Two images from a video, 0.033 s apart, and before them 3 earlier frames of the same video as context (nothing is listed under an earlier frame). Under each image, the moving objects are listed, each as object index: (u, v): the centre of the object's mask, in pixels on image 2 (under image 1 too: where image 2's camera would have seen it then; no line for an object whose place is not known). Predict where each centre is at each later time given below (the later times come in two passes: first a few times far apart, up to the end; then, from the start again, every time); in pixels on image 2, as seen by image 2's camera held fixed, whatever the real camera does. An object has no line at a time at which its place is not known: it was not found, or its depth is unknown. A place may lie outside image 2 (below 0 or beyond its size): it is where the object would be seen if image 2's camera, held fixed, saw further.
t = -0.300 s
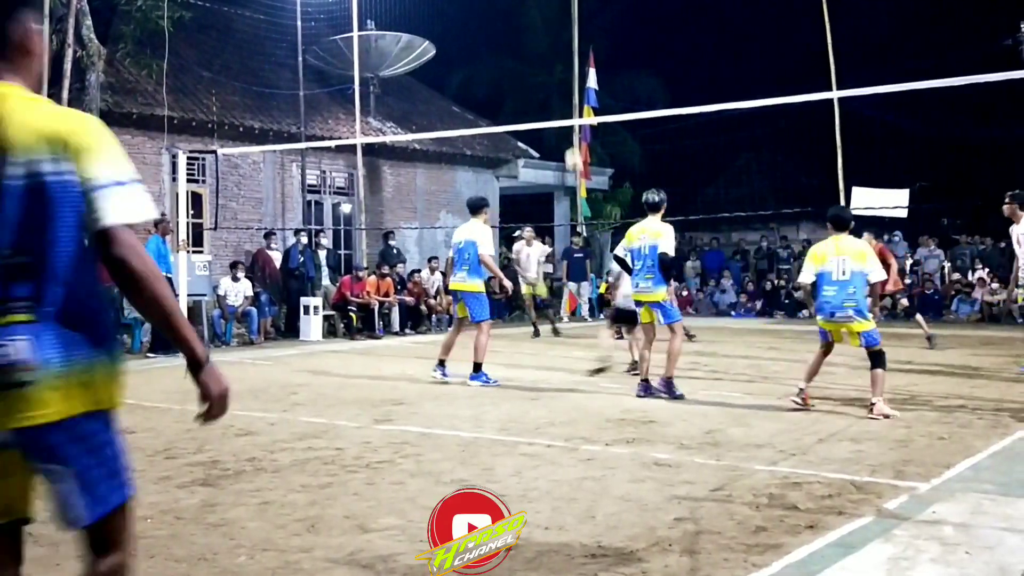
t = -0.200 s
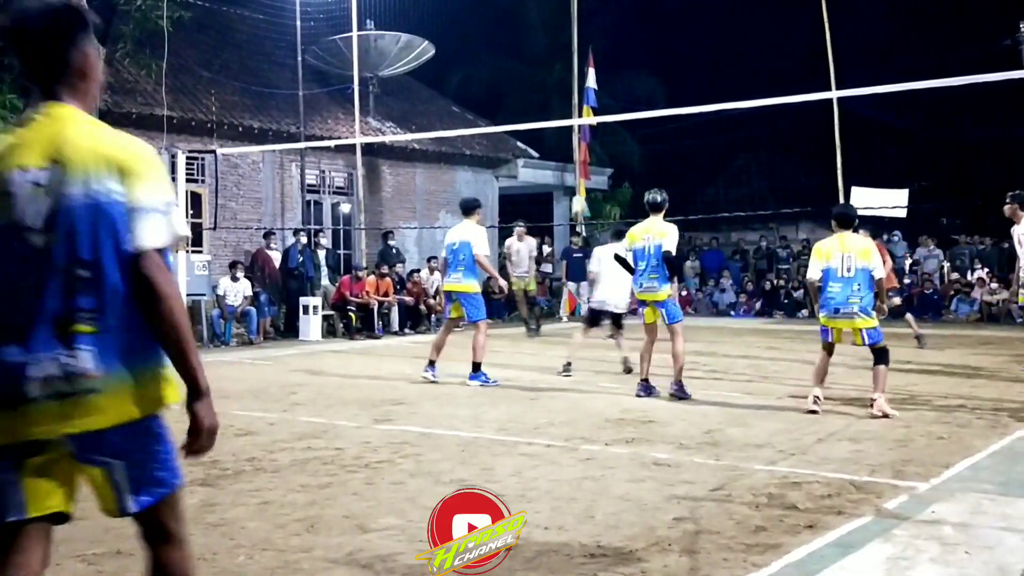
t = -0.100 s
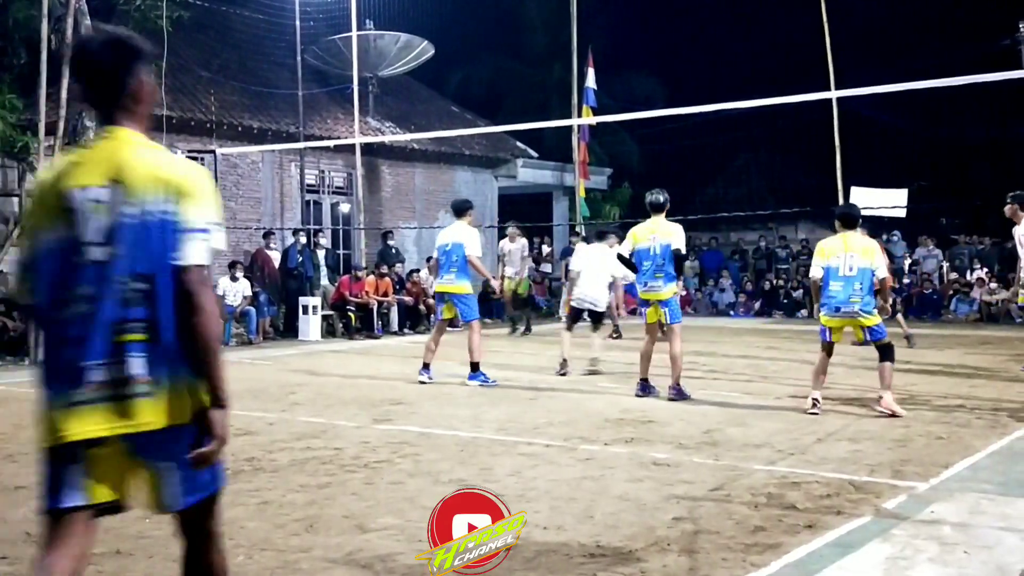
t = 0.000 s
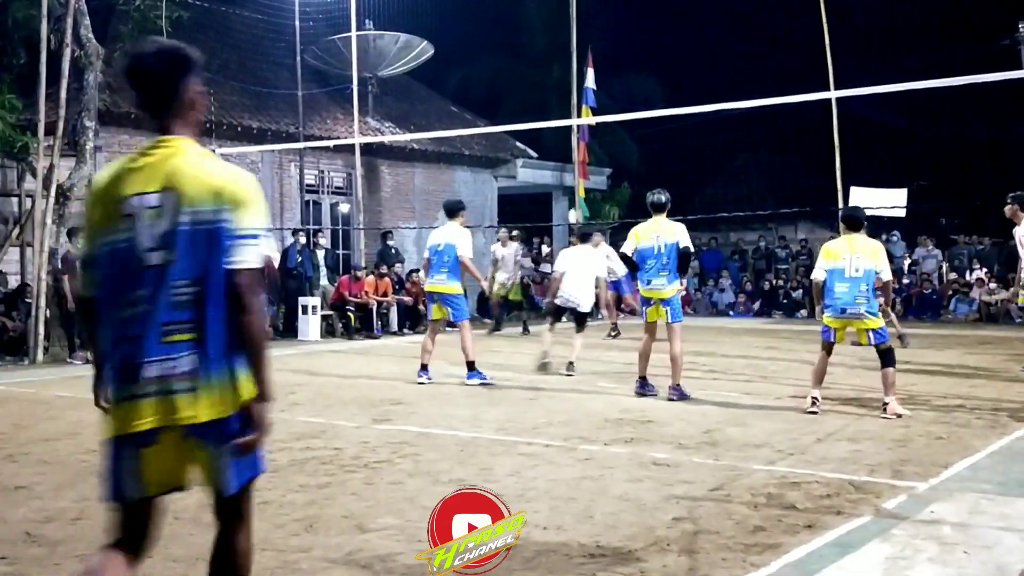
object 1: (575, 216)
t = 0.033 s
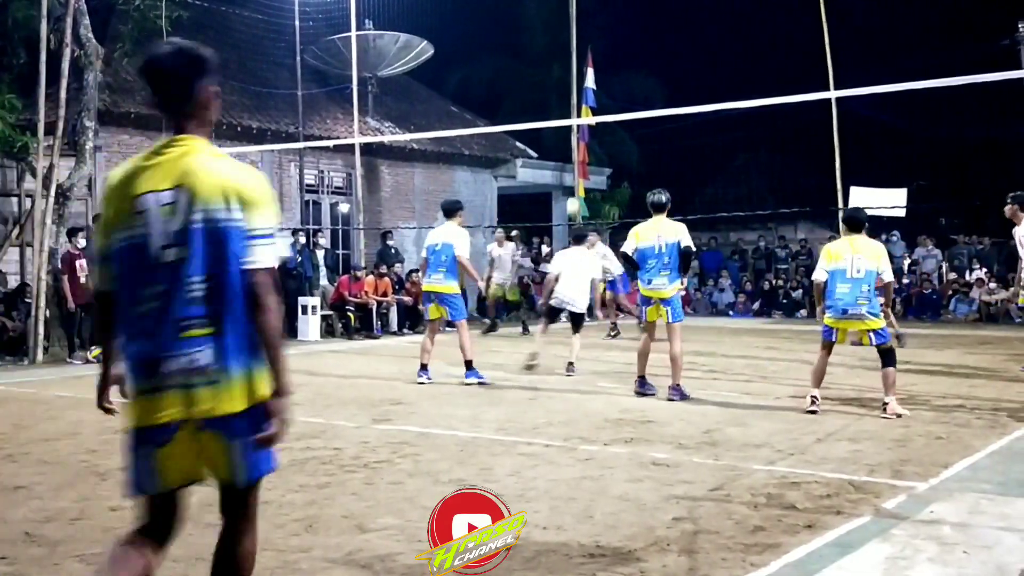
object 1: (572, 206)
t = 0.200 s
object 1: (565, 161)
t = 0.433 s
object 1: (552, 128)
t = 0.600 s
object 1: (543, 129)
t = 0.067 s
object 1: (572, 196)
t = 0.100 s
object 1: (569, 186)
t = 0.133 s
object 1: (568, 177)
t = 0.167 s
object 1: (566, 169)
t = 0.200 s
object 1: (565, 161)
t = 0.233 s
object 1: (563, 154)
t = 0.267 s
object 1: (562, 149)
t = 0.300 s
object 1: (560, 143)
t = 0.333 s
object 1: (558, 138)
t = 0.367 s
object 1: (556, 134)
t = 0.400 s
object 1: (554, 132)
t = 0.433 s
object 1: (552, 128)
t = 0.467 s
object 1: (550, 127)
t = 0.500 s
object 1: (548, 126)
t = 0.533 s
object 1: (546, 126)
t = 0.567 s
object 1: (545, 127)
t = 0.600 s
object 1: (543, 129)
